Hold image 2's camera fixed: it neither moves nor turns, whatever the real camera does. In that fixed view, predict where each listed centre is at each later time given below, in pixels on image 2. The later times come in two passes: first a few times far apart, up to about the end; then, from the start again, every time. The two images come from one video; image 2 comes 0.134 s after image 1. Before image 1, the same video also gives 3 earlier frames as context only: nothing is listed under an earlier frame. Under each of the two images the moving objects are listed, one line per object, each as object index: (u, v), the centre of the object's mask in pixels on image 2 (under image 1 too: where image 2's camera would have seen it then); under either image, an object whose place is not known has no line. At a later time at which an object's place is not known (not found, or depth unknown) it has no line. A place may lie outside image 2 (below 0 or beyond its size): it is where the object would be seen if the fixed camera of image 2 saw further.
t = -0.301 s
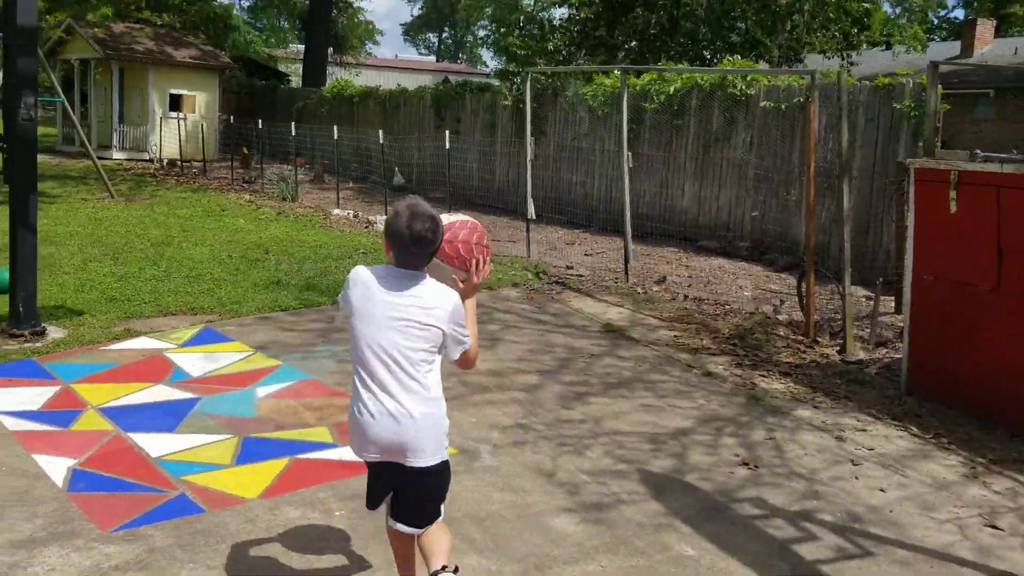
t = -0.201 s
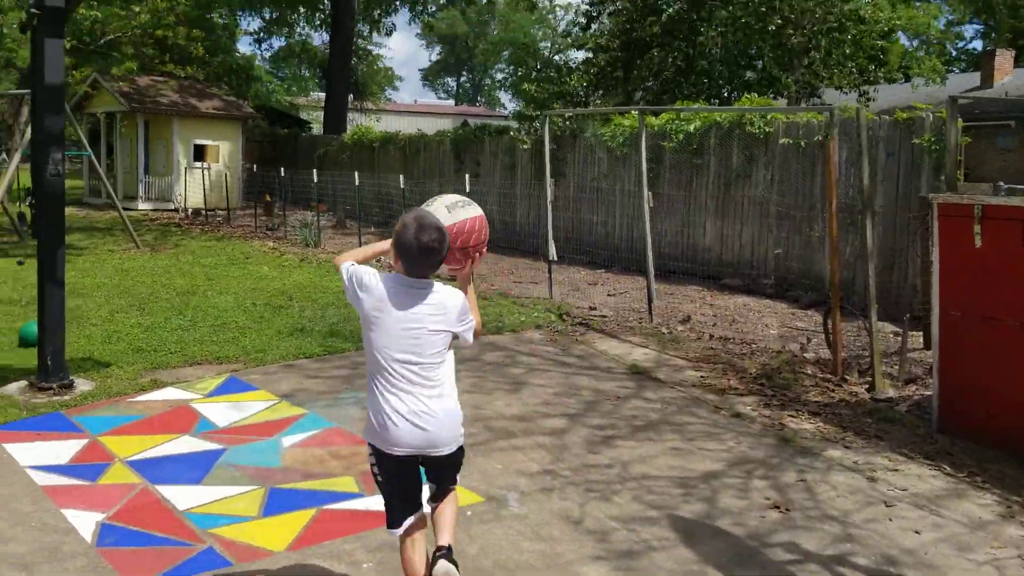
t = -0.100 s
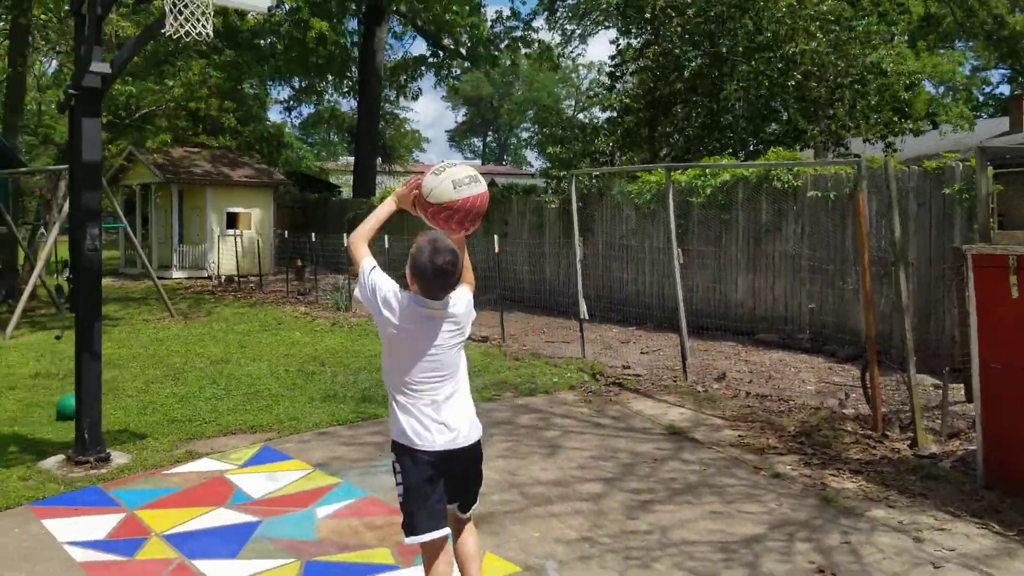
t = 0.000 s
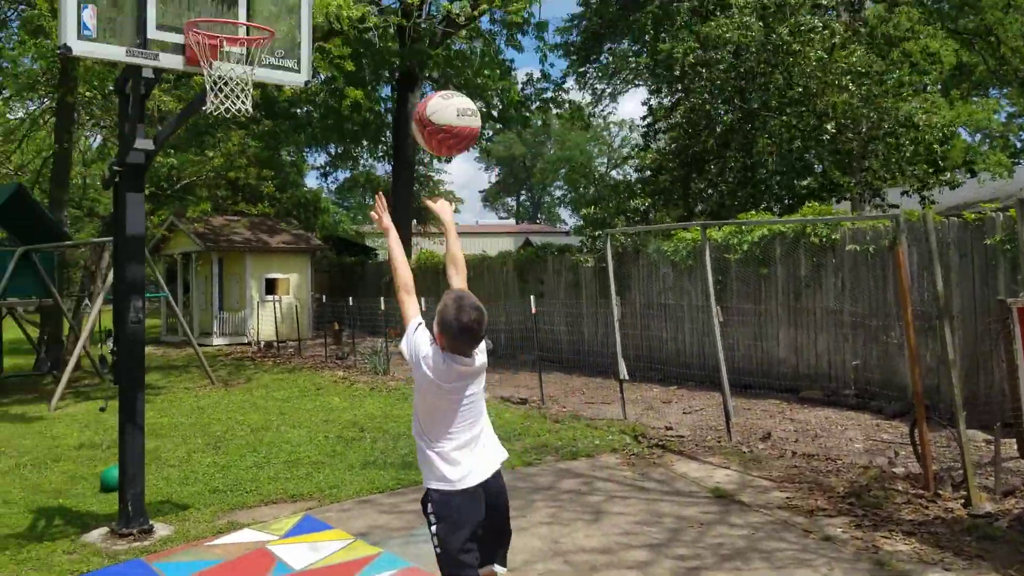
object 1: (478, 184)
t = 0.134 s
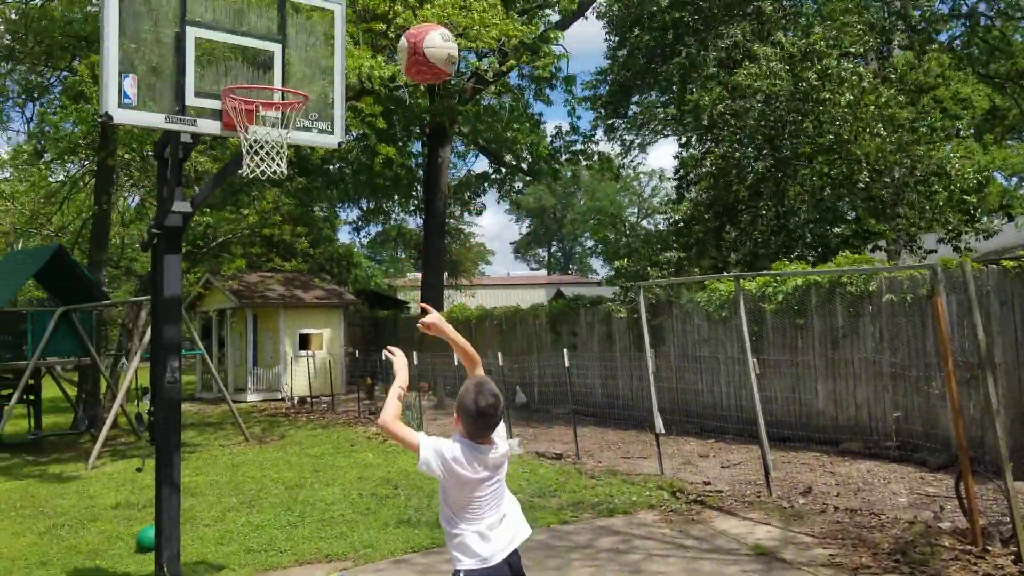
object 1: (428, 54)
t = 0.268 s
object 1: (388, -14)
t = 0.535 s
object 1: (331, -24)
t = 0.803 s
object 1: (293, 85)
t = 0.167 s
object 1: (417, 32)
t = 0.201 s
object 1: (407, 13)
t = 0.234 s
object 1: (397, -2)
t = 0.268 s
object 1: (388, -14)
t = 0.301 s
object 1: (379, -22)
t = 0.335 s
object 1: (371, -28)
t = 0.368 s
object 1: (364, -32)
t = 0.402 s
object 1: (357, -34)
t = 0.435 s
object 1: (349, -35)
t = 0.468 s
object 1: (343, -34)
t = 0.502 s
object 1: (337, -30)
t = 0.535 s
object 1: (331, -24)
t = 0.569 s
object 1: (325, -15)
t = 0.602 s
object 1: (319, -5)
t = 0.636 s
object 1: (315, 7)
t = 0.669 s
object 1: (309, 21)
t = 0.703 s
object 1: (305, 35)
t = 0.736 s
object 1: (301, 52)
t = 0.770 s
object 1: (297, 70)
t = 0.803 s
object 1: (293, 85)
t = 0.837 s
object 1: (282, 86)
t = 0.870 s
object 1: (270, 86)
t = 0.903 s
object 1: (260, 85)
